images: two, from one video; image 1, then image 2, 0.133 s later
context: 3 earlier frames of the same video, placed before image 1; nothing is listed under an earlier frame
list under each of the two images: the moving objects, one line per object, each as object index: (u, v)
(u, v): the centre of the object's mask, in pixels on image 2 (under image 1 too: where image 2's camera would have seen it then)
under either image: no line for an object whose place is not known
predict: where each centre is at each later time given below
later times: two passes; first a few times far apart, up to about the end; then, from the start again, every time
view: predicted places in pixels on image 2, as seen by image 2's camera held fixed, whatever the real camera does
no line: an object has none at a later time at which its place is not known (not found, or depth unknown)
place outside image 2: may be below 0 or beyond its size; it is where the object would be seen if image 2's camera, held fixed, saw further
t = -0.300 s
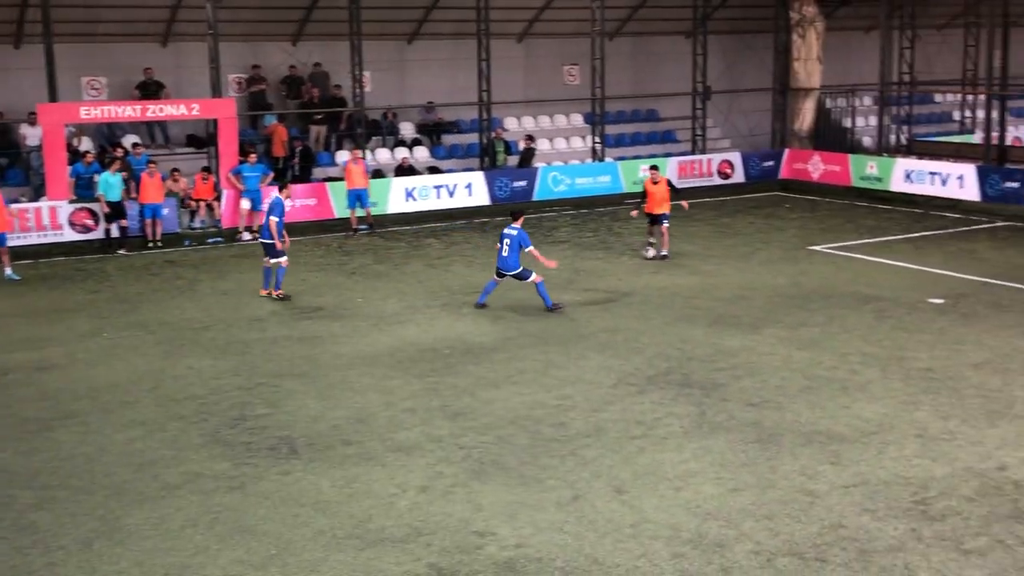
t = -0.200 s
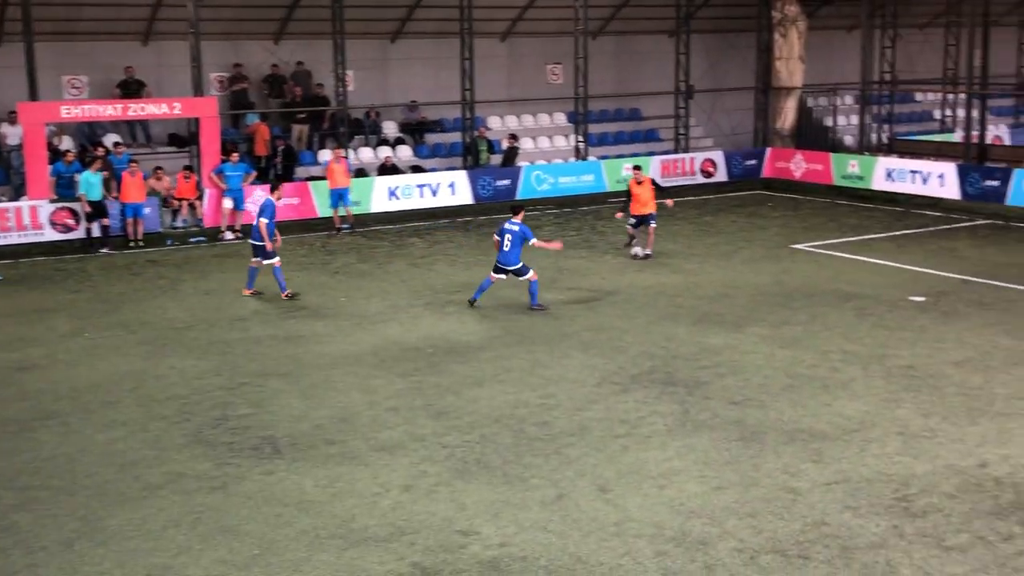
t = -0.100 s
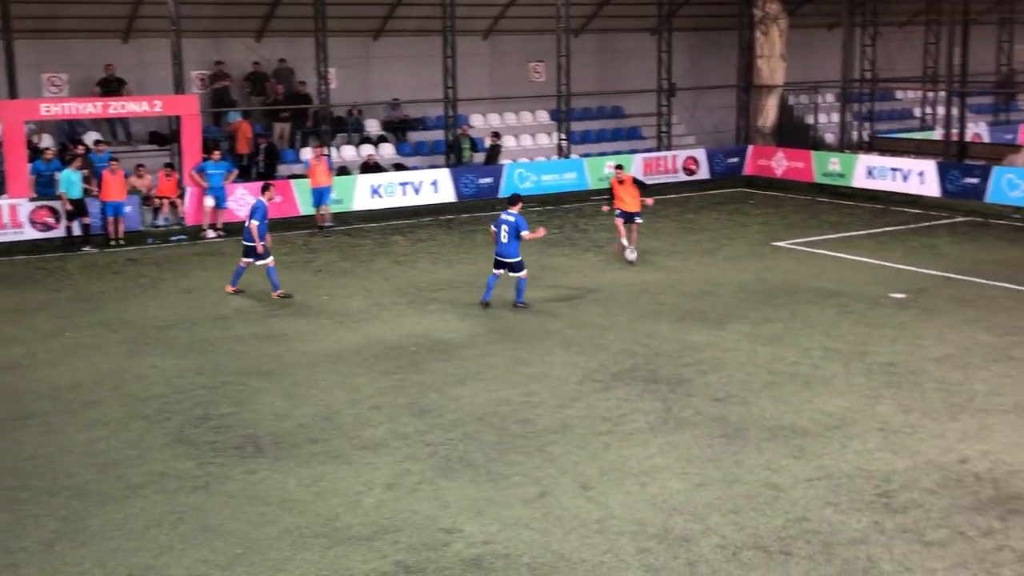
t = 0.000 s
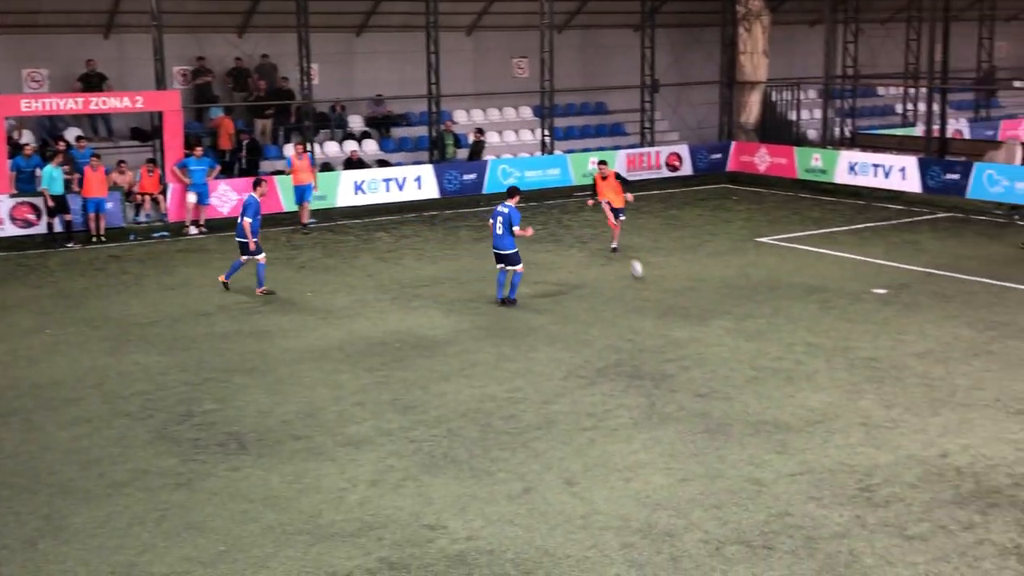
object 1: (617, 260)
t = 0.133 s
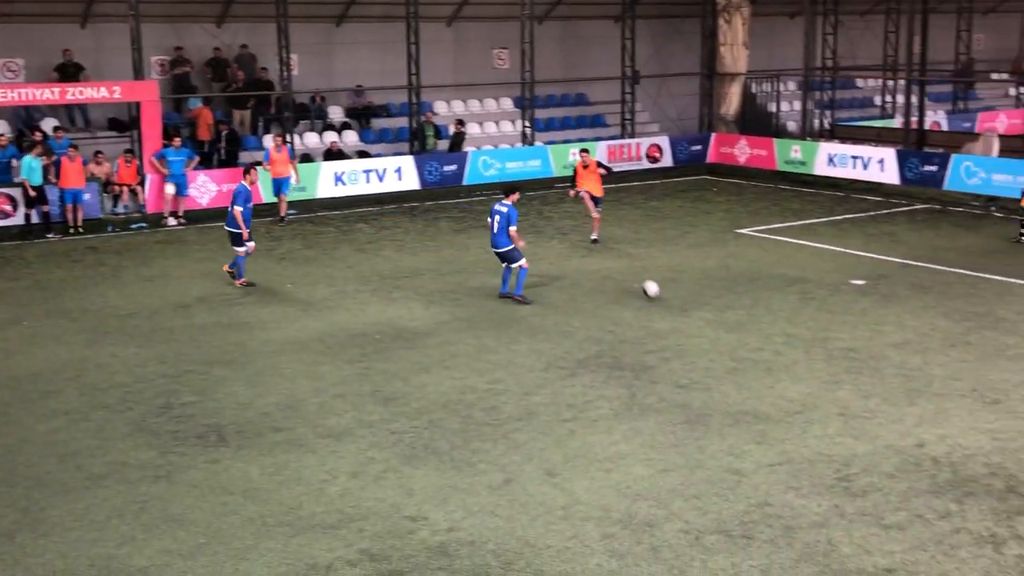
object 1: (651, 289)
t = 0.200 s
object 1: (670, 304)
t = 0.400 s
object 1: (737, 357)
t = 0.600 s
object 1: (816, 411)
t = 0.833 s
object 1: (936, 498)
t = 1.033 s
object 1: (1088, 605)
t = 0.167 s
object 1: (660, 296)
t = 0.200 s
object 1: (670, 304)
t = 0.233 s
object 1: (680, 314)
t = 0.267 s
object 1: (690, 323)
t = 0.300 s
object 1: (702, 330)
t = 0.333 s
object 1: (713, 338)
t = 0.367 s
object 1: (725, 348)
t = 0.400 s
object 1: (737, 357)
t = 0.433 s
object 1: (749, 365)
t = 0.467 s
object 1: (762, 373)
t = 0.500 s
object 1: (776, 384)
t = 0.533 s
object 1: (789, 395)
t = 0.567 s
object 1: (802, 402)
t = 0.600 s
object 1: (816, 411)
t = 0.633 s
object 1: (831, 422)
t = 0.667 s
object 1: (846, 435)
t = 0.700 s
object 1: (862, 448)
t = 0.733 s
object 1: (879, 458)
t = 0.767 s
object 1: (897, 469)
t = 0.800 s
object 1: (916, 482)
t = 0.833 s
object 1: (936, 498)
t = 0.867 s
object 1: (957, 516)
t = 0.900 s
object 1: (981, 531)
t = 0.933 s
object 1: (1005, 548)
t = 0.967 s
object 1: (1031, 566)
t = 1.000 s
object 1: (1058, 587)
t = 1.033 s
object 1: (1088, 605)
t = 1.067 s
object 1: (1122, 627)
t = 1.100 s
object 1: (1157, 654)
